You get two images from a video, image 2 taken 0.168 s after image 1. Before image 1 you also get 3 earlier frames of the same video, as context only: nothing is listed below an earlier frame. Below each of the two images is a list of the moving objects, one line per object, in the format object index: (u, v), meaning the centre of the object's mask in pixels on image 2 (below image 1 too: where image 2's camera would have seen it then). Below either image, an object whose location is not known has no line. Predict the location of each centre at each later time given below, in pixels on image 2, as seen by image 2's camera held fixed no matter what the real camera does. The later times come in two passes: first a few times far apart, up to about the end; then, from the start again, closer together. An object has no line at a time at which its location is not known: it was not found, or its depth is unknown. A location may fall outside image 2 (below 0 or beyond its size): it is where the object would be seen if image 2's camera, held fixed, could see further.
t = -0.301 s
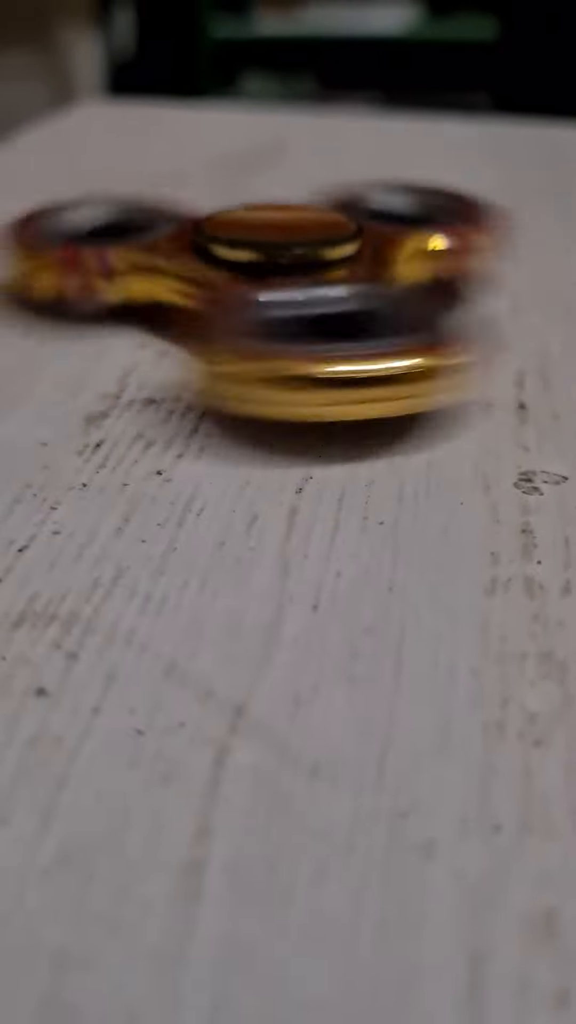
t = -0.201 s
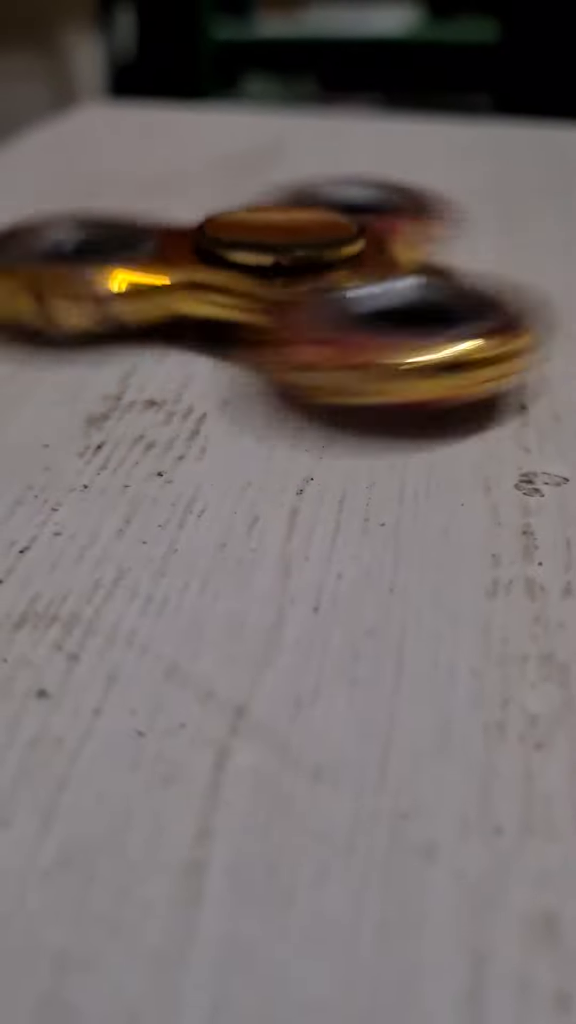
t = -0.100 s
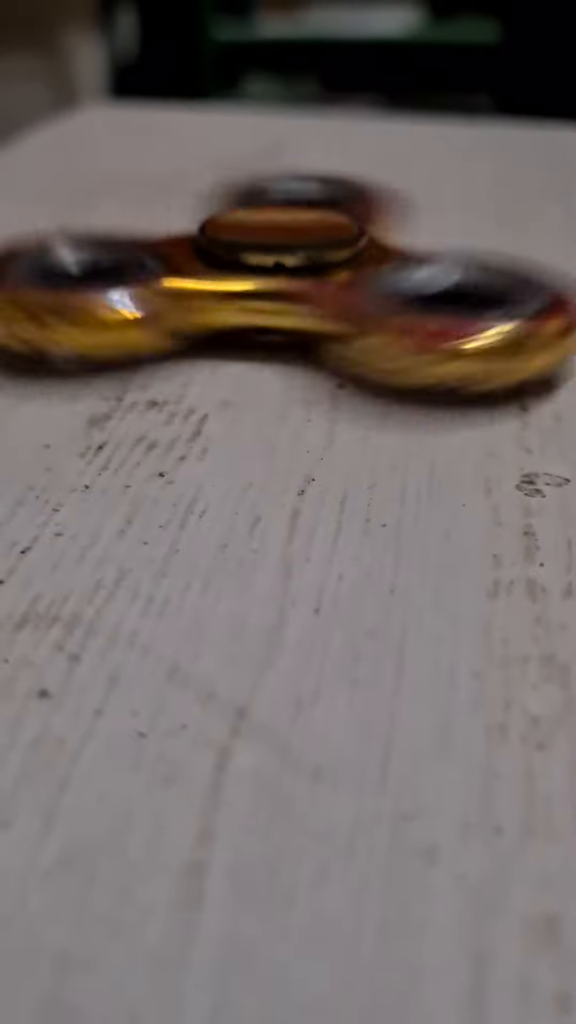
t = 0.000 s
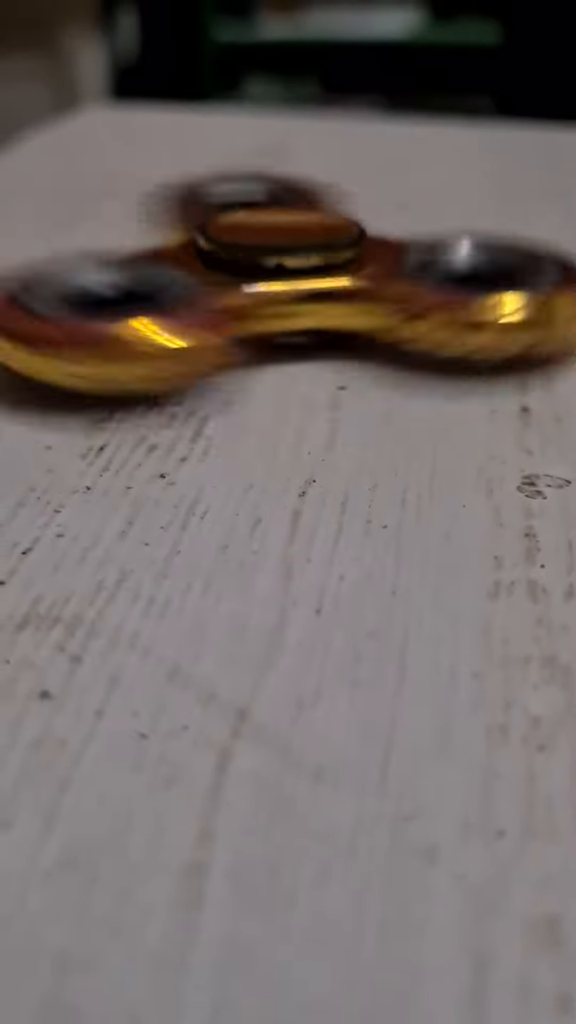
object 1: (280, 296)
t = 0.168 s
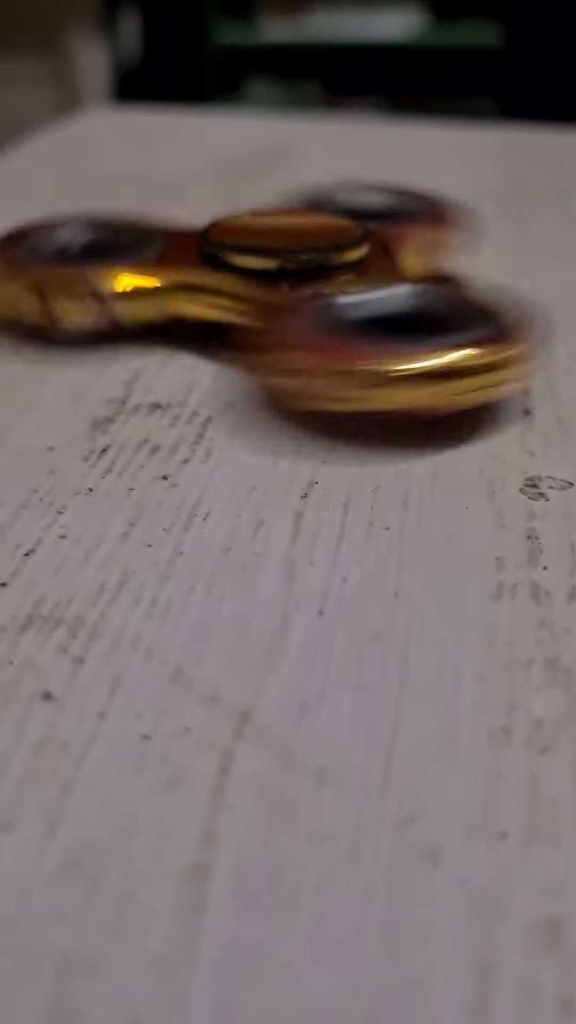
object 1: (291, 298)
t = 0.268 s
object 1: (293, 298)
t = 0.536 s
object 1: (290, 298)
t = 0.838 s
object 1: (275, 297)
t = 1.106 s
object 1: (273, 296)
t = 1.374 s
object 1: (276, 296)
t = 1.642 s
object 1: (276, 297)
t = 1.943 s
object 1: (272, 297)
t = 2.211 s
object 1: (276, 296)
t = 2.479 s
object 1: (275, 296)
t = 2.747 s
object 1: (273, 296)
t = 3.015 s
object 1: (281, 296)
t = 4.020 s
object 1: (280, 296)
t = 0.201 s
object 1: (282, 297)
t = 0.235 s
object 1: (277, 296)
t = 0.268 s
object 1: (293, 298)
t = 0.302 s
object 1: (289, 300)
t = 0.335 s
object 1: (273, 298)
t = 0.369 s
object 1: (277, 296)
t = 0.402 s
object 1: (293, 298)
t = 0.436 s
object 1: (285, 299)
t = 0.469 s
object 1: (274, 296)
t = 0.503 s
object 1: (284, 297)
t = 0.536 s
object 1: (290, 298)
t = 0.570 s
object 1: (285, 299)
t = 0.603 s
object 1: (278, 296)
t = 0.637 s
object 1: (287, 297)
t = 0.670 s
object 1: (293, 299)
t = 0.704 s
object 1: (279, 299)
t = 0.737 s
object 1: (272, 296)
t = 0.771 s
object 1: (289, 297)
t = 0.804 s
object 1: (287, 299)
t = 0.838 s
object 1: (275, 297)
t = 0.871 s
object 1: (276, 297)
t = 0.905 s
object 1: (289, 299)
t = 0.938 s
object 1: (287, 299)
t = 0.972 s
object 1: (275, 296)
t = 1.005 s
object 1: (279, 297)
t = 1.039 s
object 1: (292, 299)
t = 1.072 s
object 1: (287, 300)
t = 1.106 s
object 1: (273, 296)
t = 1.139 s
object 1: (279, 297)
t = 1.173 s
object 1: (290, 299)
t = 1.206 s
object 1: (287, 300)
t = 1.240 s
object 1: (273, 297)
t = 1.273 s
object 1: (279, 297)
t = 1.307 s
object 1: (288, 298)
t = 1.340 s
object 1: (286, 299)
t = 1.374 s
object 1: (276, 296)
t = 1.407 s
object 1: (281, 298)
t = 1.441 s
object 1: (290, 300)
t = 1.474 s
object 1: (286, 300)
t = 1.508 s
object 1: (273, 297)
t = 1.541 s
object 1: (279, 297)
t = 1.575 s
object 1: (290, 299)
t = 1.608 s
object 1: (284, 299)
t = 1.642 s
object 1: (276, 297)
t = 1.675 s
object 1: (278, 298)
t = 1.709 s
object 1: (287, 299)
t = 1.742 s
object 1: (284, 298)
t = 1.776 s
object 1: (275, 296)
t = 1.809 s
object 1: (278, 297)
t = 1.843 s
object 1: (290, 299)
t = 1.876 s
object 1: (289, 300)
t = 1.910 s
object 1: (275, 298)
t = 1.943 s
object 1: (272, 297)
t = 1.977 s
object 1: (289, 297)
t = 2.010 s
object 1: (286, 299)
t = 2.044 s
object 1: (277, 296)
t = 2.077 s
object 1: (276, 297)
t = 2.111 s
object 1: (285, 298)
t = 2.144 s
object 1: (287, 297)
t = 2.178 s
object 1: (280, 297)
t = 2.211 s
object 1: (276, 296)
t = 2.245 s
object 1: (283, 297)
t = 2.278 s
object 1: (282, 300)
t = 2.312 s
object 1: (274, 297)
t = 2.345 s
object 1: (277, 296)
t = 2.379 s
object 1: (288, 298)
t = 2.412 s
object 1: (284, 298)
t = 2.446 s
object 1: (275, 297)
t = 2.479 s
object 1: (275, 296)
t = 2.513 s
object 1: (286, 298)
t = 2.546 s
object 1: (287, 298)
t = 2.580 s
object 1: (281, 295)
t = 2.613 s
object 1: (275, 296)
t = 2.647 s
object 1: (283, 296)
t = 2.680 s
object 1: (288, 298)
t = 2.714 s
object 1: (281, 299)
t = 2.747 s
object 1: (273, 296)
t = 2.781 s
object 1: (274, 296)
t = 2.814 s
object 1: (289, 298)
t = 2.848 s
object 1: (285, 298)
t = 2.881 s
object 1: (276, 297)
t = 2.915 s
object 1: (275, 296)
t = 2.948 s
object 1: (283, 298)
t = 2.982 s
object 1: (284, 298)
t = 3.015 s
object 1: (281, 296)
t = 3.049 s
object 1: (276, 296)
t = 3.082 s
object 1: (277, 297)
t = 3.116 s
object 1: (292, 298)
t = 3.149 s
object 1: (286, 299)
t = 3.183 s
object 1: (278, 298)
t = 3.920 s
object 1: (289, 298)
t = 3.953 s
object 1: (280, 297)
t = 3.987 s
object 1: (275, 295)
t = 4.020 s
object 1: (280, 296)
